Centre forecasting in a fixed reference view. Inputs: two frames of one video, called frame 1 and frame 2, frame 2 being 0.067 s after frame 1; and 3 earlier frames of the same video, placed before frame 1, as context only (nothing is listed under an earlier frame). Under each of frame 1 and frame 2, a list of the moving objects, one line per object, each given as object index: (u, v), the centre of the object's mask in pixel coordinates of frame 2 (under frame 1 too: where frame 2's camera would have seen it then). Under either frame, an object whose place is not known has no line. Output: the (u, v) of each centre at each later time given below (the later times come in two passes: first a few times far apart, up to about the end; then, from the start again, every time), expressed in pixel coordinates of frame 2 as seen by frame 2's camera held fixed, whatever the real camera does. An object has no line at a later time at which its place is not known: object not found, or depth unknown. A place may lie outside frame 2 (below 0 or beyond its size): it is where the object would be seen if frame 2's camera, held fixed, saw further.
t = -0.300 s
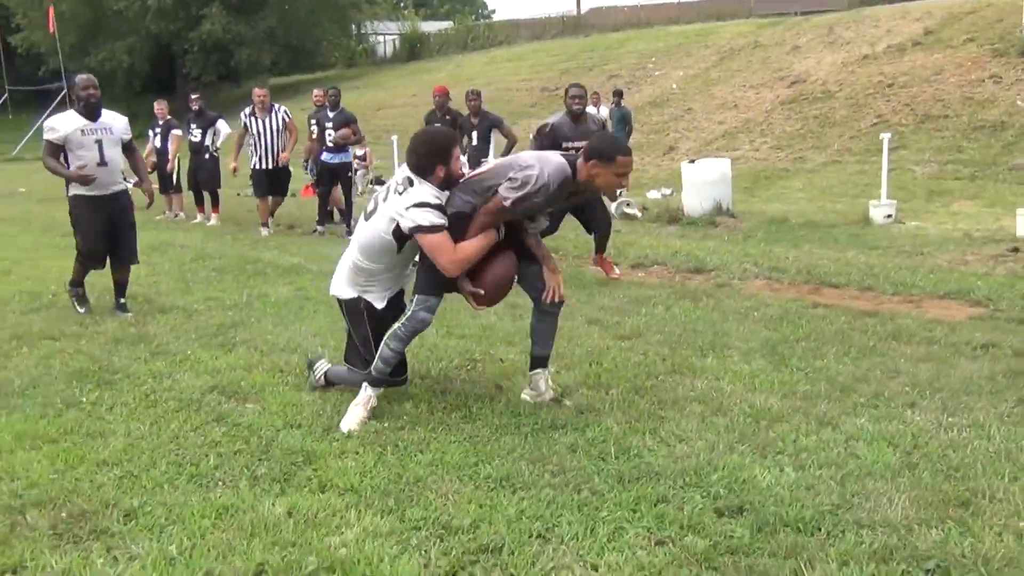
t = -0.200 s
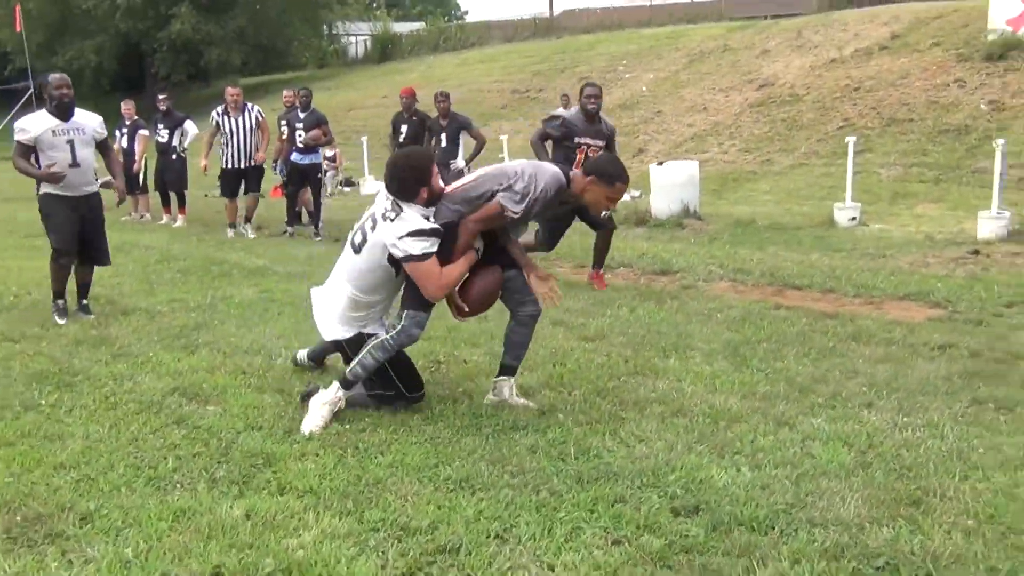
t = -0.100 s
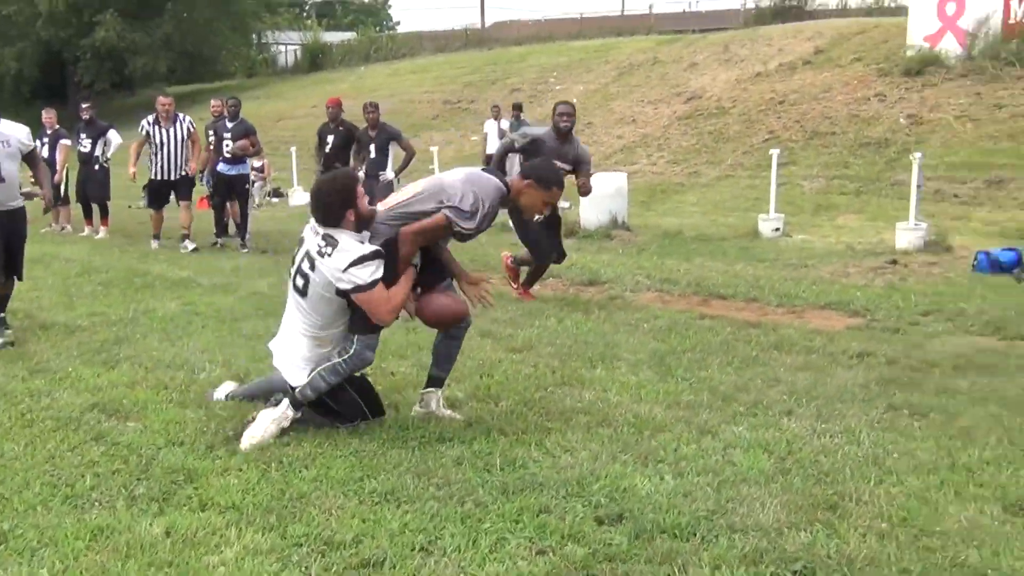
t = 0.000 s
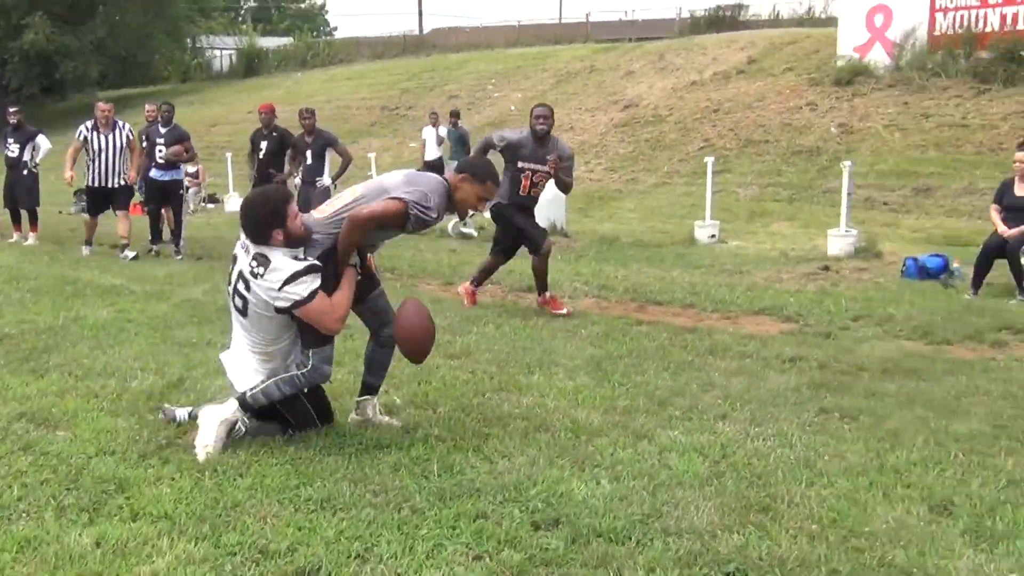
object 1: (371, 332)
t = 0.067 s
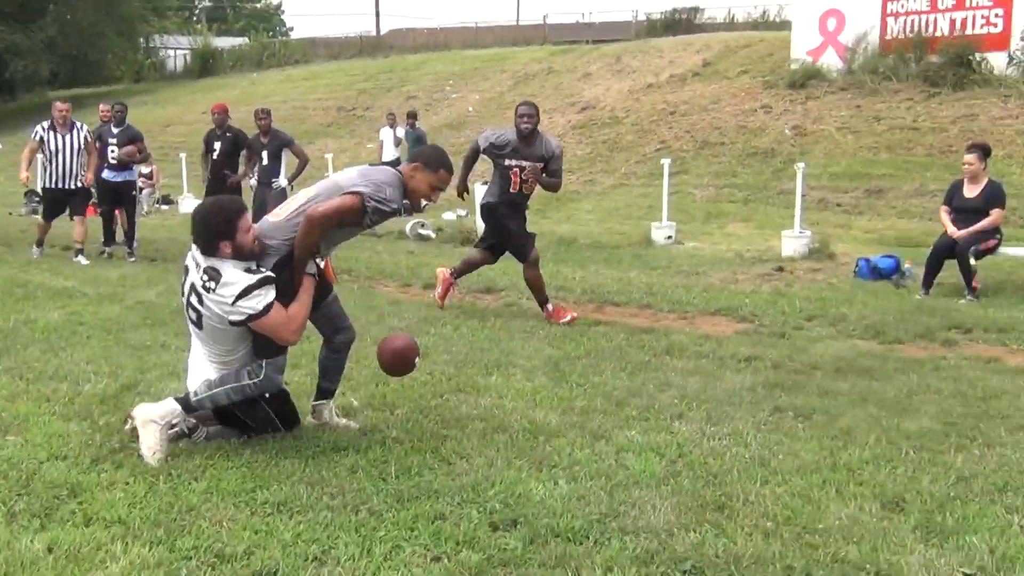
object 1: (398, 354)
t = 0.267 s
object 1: (480, 488)
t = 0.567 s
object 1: (573, 497)
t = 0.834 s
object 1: (616, 537)
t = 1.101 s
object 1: (643, 576)
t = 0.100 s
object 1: (411, 371)
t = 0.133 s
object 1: (426, 391)
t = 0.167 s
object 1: (440, 415)
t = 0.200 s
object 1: (454, 442)
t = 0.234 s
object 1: (470, 473)
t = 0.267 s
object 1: (480, 488)
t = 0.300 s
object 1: (490, 481)
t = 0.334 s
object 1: (500, 472)
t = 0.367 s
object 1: (509, 466)
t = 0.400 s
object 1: (520, 463)
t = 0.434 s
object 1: (530, 463)
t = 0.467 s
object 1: (541, 467)
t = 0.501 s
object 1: (551, 474)
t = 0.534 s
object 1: (561, 484)
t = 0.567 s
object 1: (573, 497)
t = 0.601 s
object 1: (585, 514)
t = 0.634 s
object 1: (594, 530)
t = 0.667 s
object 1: (601, 534)
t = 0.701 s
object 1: (605, 530)
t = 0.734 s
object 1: (608, 526)
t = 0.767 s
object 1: (611, 526)
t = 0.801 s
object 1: (614, 530)
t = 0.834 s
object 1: (616, 537)
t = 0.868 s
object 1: (620, 548)
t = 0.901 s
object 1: (622, 563)
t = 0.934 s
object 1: (625, 574)
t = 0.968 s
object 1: (628, 577)
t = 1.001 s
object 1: (632, 575)
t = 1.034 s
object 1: (635, 574)
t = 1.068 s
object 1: (639, 574)
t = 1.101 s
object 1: (643, 576)
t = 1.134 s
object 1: (646, 580)
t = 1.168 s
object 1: (652, 582)
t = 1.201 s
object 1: (656, 584)
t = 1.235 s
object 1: (662, 588)
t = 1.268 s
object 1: (666, 591)
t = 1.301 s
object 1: (671, 592)
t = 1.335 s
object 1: (675, 591)
